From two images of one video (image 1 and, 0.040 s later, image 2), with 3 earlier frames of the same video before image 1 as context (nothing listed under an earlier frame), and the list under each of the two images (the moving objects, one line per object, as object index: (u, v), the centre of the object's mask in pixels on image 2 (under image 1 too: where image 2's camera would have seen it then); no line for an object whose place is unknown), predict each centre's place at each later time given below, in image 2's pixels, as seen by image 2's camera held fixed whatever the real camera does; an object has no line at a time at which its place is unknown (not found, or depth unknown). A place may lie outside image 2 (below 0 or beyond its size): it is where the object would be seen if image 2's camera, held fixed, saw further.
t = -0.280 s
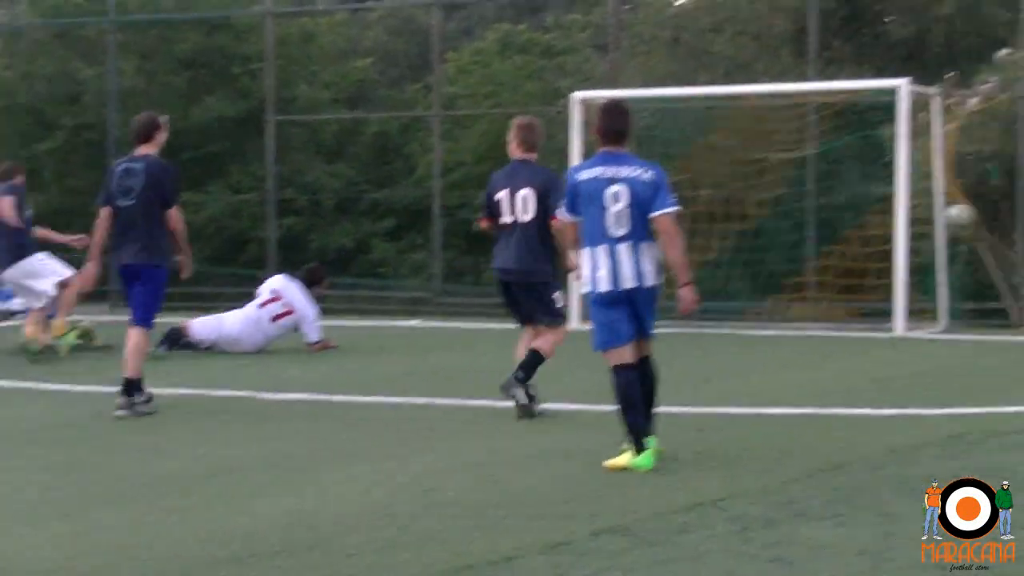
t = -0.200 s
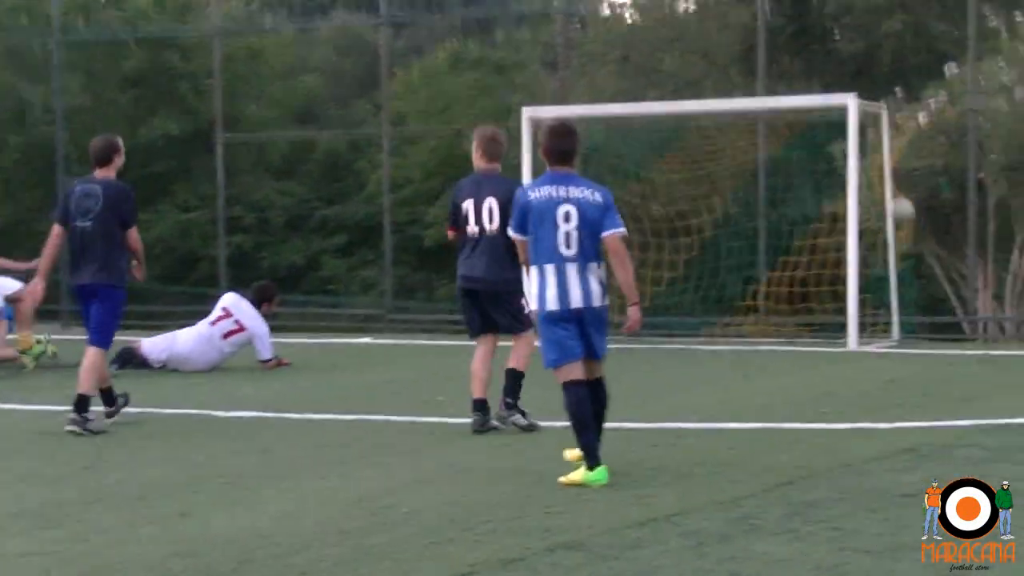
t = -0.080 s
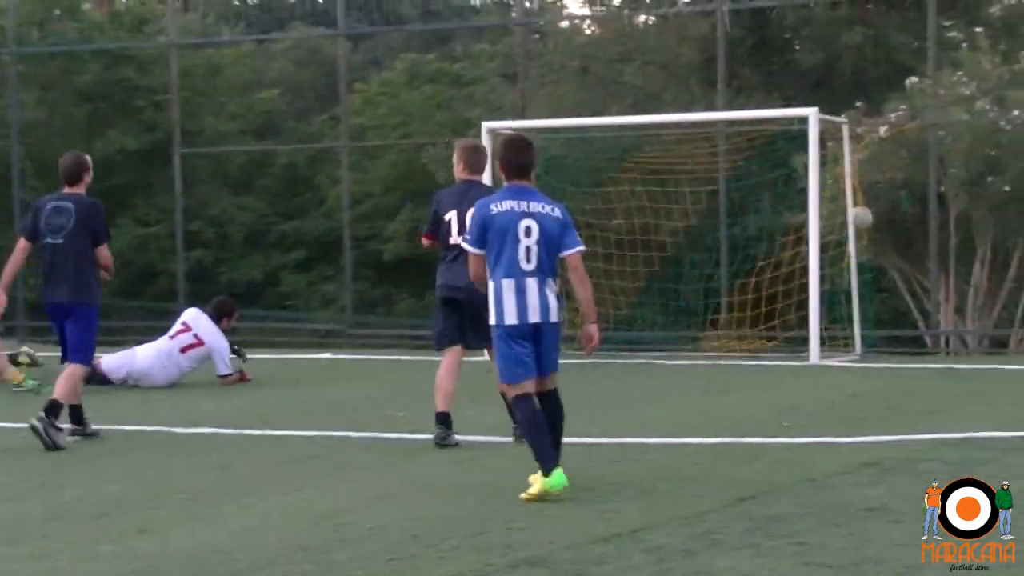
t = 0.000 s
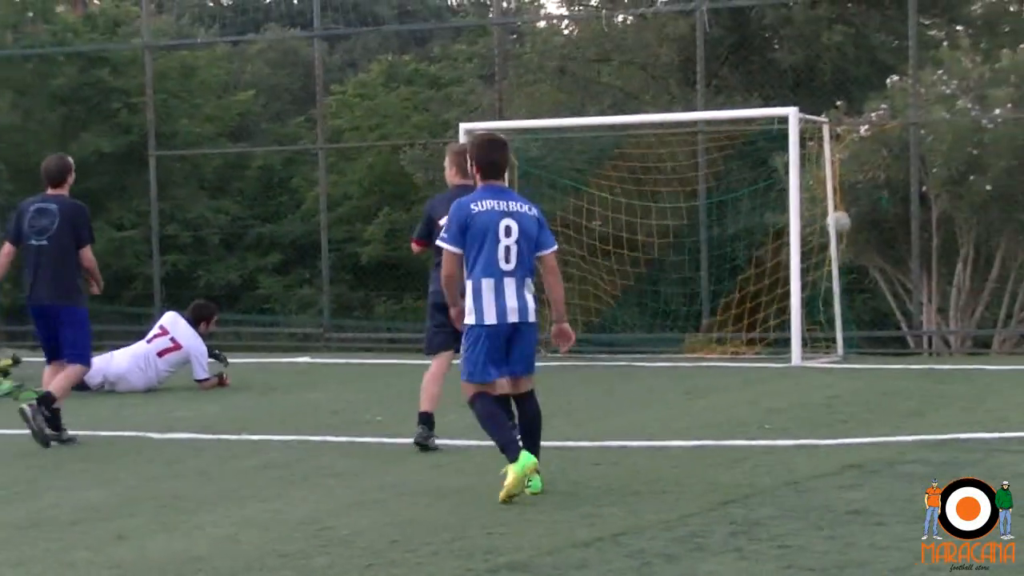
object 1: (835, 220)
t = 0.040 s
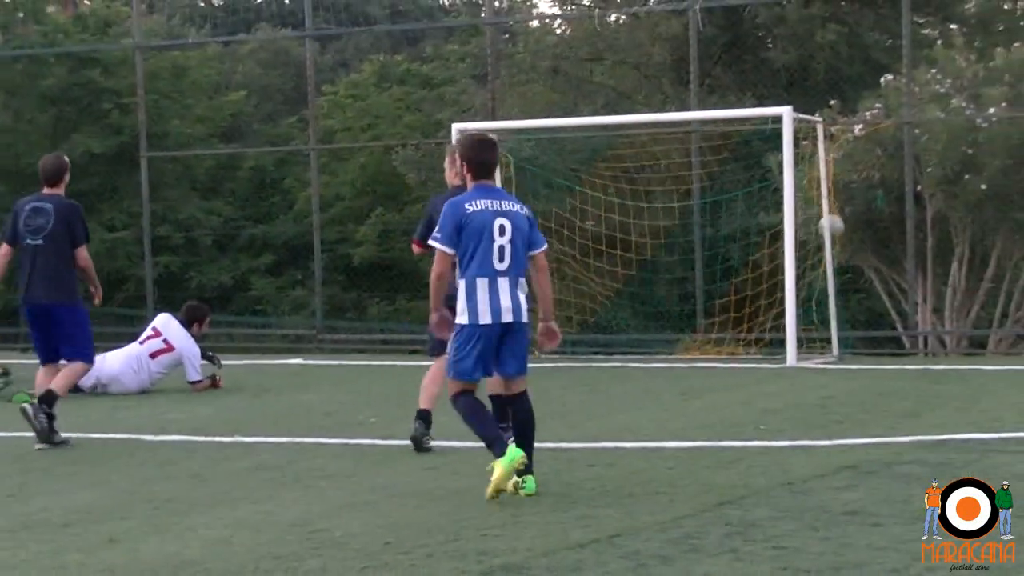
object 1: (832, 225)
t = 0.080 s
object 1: (830, 232)
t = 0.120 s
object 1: (827, 240)
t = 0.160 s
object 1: (830, 250)
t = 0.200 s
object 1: (828, 259)
